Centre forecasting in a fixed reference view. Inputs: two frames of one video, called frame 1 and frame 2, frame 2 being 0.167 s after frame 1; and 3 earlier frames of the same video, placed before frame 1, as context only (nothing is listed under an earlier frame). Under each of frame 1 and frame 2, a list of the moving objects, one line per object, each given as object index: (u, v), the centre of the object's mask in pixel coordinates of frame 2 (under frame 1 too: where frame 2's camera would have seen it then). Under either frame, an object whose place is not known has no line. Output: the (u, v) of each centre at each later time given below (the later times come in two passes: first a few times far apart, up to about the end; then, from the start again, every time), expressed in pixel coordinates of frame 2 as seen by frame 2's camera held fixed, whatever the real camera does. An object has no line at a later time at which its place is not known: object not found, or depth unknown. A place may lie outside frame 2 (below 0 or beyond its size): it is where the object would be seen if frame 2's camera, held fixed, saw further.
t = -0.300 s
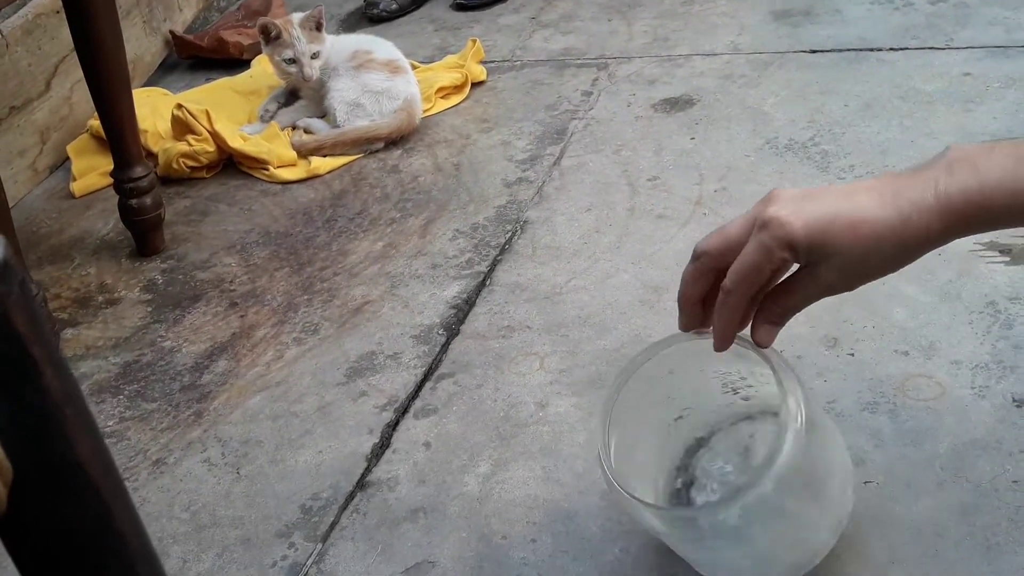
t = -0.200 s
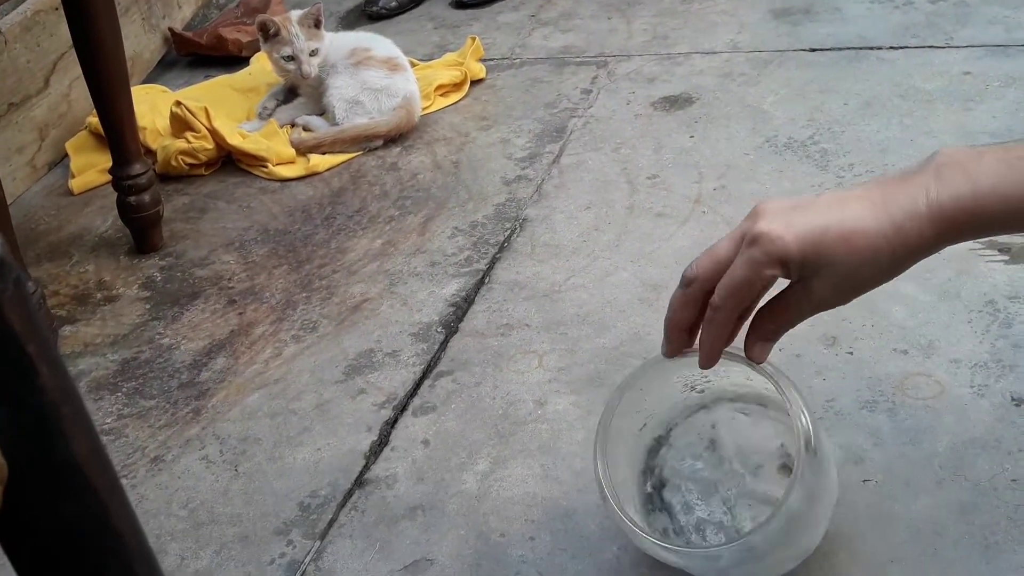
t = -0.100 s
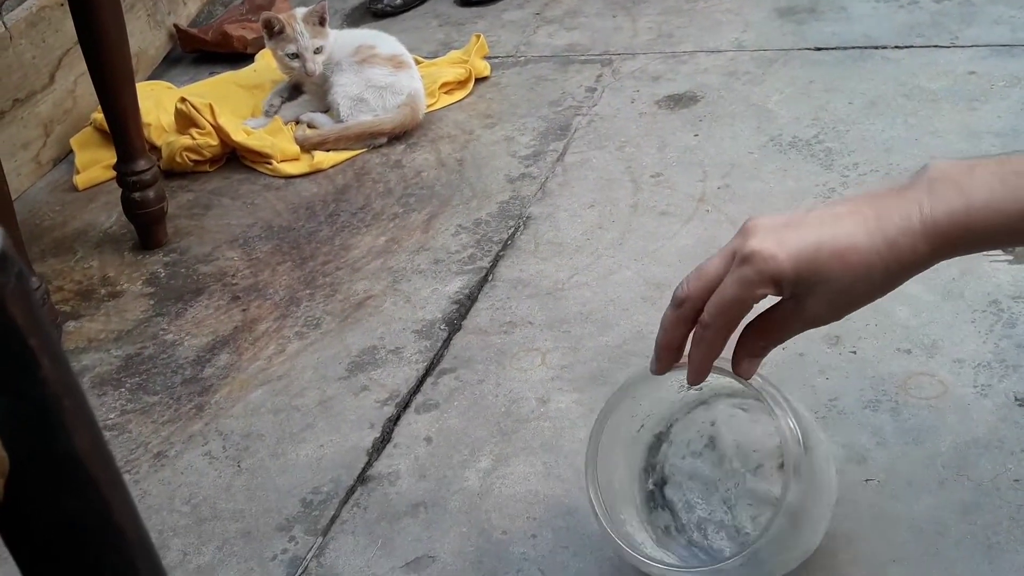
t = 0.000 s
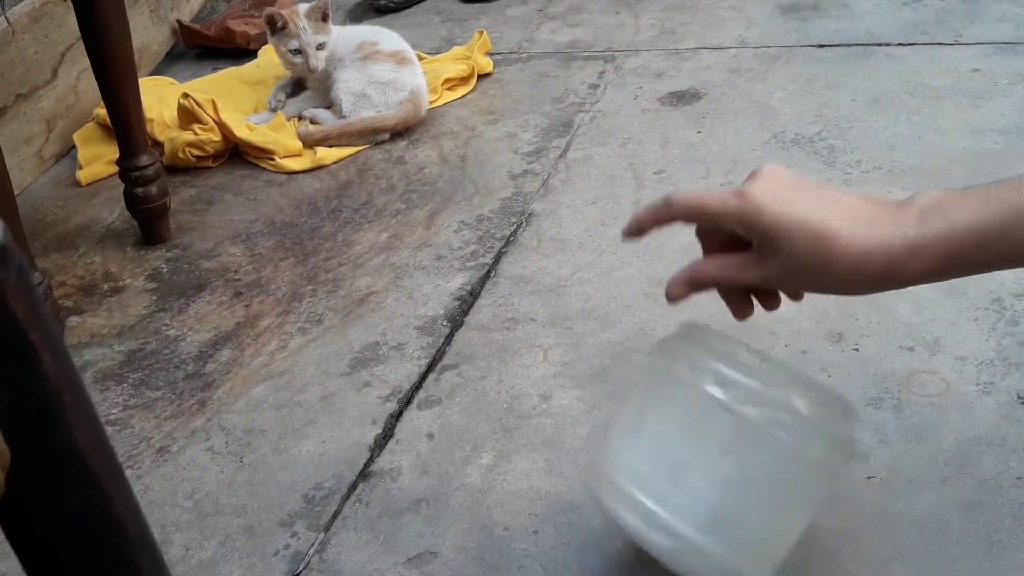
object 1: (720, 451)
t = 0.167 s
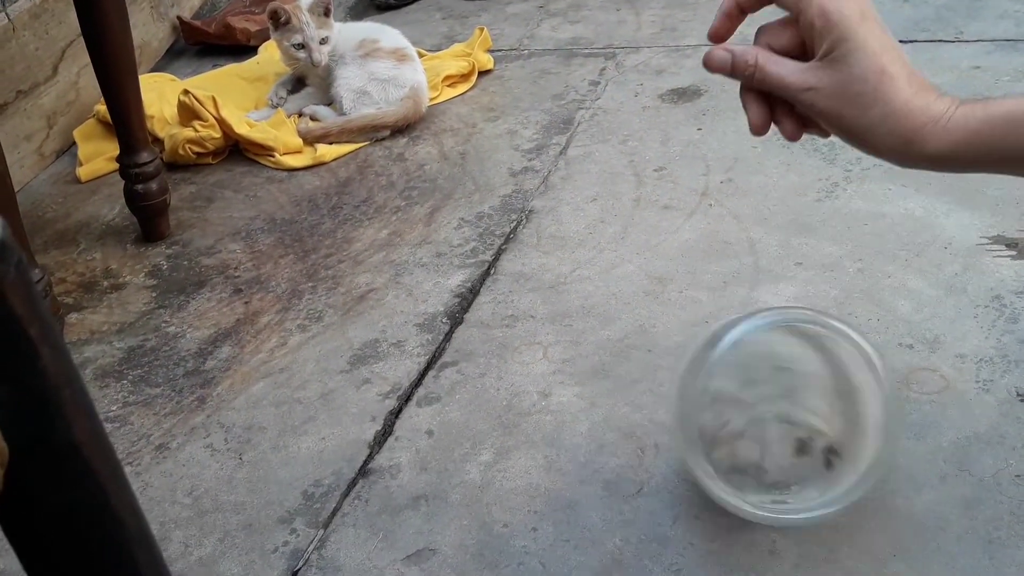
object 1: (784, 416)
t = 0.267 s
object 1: (825, 400)
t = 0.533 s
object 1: (938, 395)
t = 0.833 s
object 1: (984, 480)
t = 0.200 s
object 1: (796, 404)
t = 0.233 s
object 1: (813, 400)
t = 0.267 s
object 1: (825, 400)
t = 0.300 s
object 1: (836, 394)
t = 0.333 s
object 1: (867, 386)
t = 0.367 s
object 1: (882, 396)
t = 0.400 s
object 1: (899, 395)
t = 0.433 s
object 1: (903, 390)
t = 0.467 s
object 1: (927, 391)
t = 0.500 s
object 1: (936, 392)
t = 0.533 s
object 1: (938, 395)
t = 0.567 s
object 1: (950, 412)
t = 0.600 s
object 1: (968, 420)
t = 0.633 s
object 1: (974, 417)
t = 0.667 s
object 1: (974, 437)
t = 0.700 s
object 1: (988, 457)
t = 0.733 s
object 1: (977, 460)
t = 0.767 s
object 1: (989, 455)
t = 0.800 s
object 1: (997, 462)
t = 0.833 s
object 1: (984, 480)
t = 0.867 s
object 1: (987, 487)
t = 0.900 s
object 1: (973, 485)
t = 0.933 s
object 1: (985, 481)
